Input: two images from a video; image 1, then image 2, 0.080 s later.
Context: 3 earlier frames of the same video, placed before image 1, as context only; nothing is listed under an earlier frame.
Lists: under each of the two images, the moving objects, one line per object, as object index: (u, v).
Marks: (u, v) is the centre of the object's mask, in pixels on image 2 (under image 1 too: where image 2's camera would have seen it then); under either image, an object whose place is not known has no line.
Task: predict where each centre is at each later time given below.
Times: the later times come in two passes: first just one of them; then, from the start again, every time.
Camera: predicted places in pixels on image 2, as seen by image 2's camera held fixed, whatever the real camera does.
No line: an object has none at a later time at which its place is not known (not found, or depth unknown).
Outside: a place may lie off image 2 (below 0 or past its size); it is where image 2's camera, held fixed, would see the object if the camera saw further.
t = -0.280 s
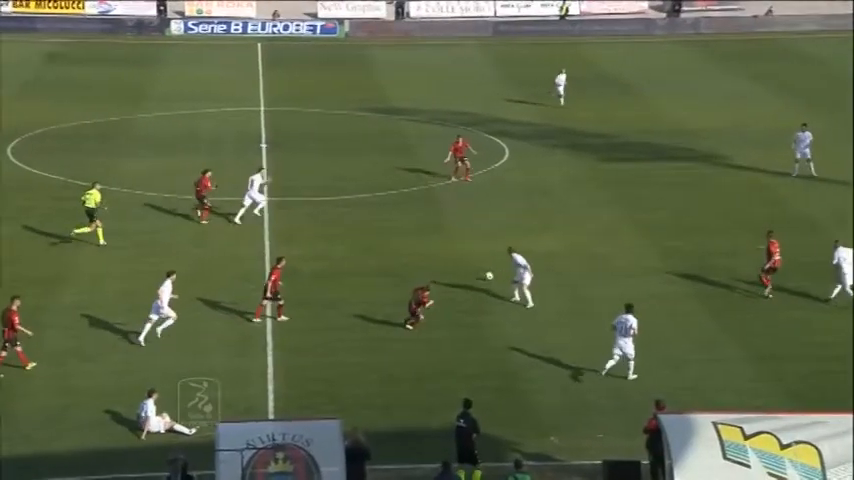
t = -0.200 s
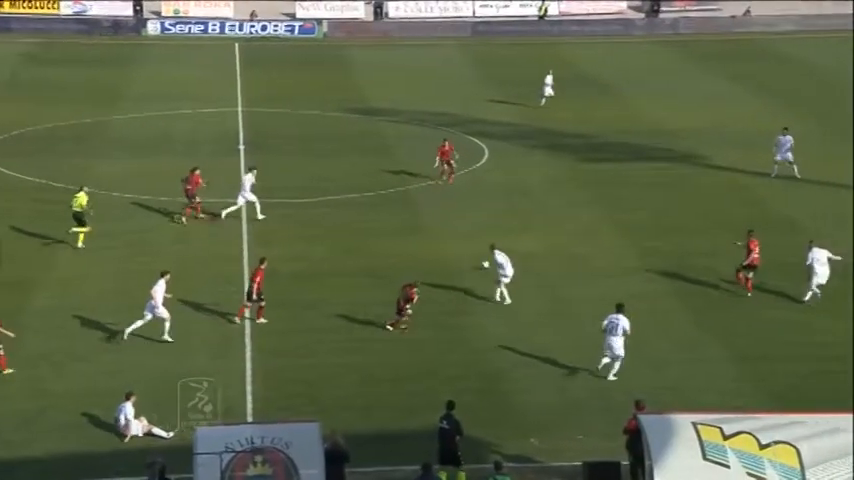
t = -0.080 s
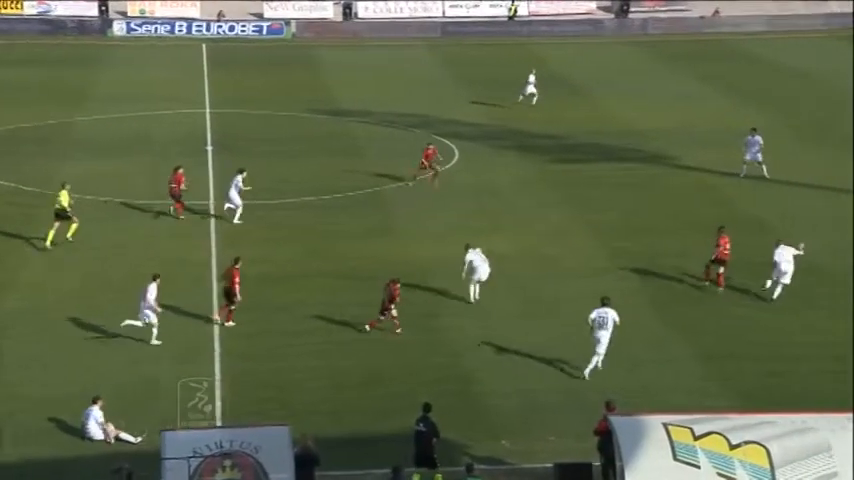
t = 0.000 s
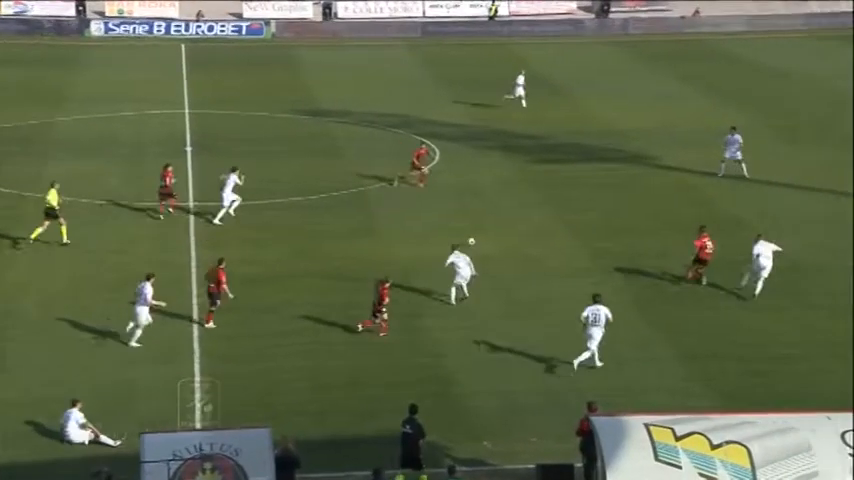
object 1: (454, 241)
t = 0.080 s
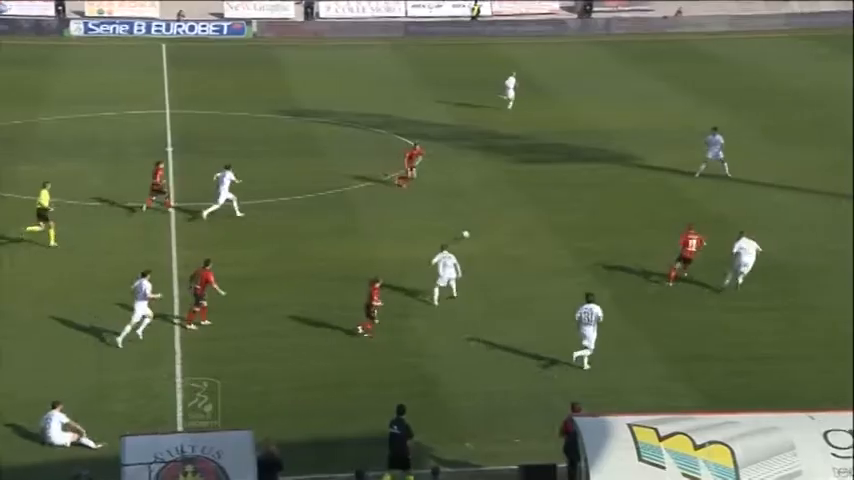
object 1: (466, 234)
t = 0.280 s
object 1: (485, 216)
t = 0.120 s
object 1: (471, 231)
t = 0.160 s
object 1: (474, 227)
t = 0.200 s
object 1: (479, 223)
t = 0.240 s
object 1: (481, 219)
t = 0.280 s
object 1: (485, 216)
